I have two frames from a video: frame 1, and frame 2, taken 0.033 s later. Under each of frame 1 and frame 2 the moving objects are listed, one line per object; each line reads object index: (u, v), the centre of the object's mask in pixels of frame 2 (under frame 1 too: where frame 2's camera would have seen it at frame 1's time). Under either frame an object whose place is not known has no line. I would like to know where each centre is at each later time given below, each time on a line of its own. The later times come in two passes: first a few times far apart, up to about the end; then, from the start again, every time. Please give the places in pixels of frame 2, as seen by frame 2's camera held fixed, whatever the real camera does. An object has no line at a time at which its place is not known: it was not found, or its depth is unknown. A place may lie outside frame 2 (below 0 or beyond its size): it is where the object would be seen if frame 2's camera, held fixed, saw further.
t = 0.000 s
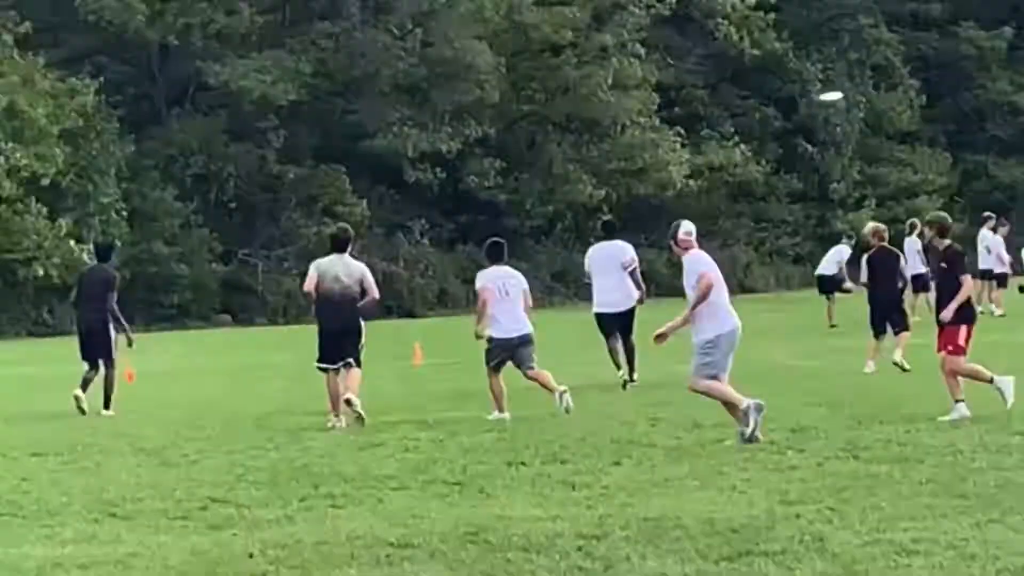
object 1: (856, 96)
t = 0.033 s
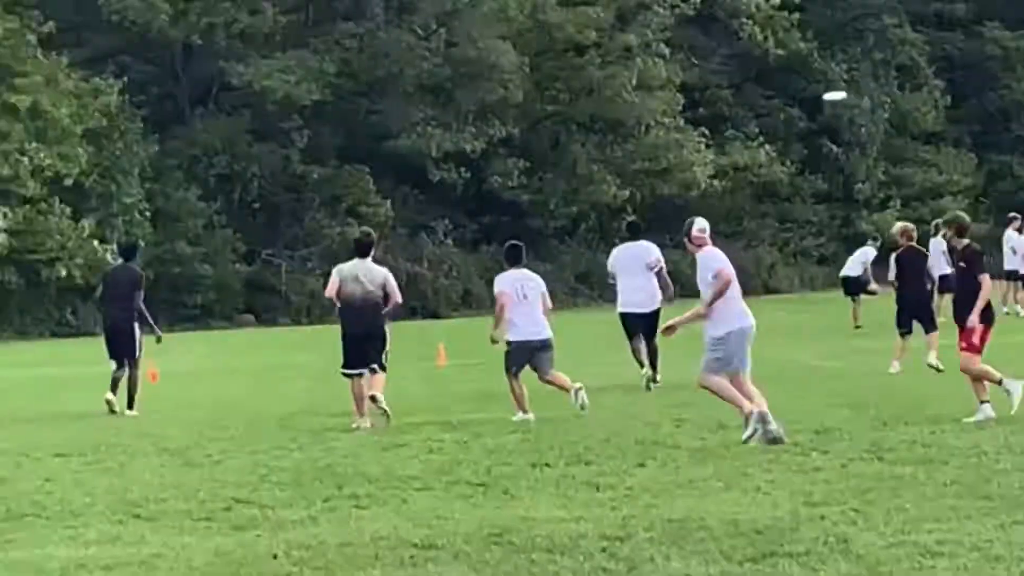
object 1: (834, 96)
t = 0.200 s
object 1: (730, 97)
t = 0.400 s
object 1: (612, 103)
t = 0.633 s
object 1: (481, 115)
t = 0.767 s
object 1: (407, 122)
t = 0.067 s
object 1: (813, 96)
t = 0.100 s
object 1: (792, 96)
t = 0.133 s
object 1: (771, 96)
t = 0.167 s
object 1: (750, 97)
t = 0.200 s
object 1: (730, 97)
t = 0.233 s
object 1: (710, 97)
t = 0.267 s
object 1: (689, 99)
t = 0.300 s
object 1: (671, 99)
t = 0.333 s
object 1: (652, 99)
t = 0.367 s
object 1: (632, 101)
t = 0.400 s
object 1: (612, 103)
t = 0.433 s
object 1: (593, 105)
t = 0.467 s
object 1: (575, 106)
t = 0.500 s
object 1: (556, 108)
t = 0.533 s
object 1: (538, 109)
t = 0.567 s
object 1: (518, 112)
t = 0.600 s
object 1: (500, 114)
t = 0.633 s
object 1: (481, 115)
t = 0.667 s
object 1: (464, 117)
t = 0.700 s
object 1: (445, 119)
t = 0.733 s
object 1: (426, 121)
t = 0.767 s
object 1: (407, 122)
